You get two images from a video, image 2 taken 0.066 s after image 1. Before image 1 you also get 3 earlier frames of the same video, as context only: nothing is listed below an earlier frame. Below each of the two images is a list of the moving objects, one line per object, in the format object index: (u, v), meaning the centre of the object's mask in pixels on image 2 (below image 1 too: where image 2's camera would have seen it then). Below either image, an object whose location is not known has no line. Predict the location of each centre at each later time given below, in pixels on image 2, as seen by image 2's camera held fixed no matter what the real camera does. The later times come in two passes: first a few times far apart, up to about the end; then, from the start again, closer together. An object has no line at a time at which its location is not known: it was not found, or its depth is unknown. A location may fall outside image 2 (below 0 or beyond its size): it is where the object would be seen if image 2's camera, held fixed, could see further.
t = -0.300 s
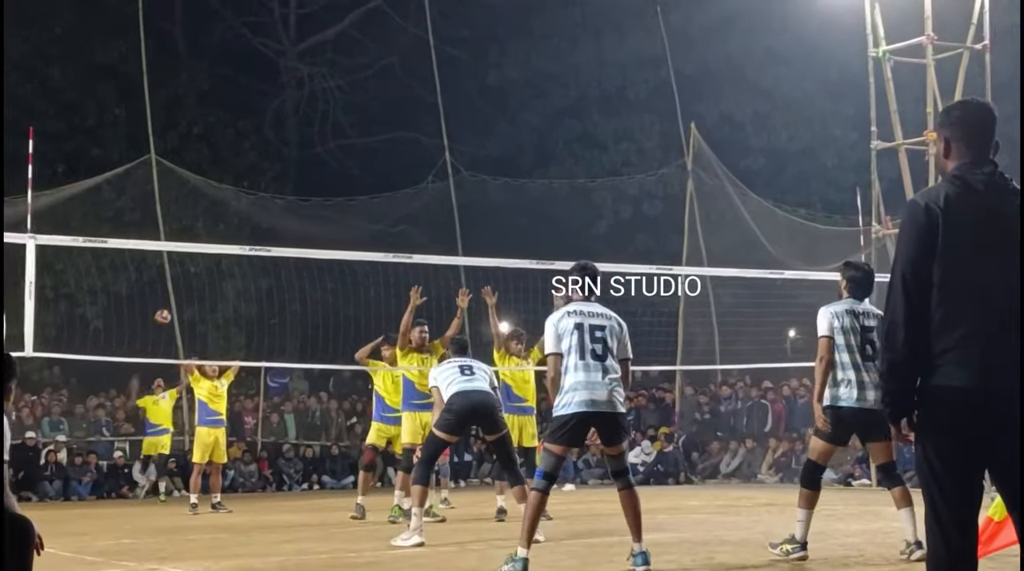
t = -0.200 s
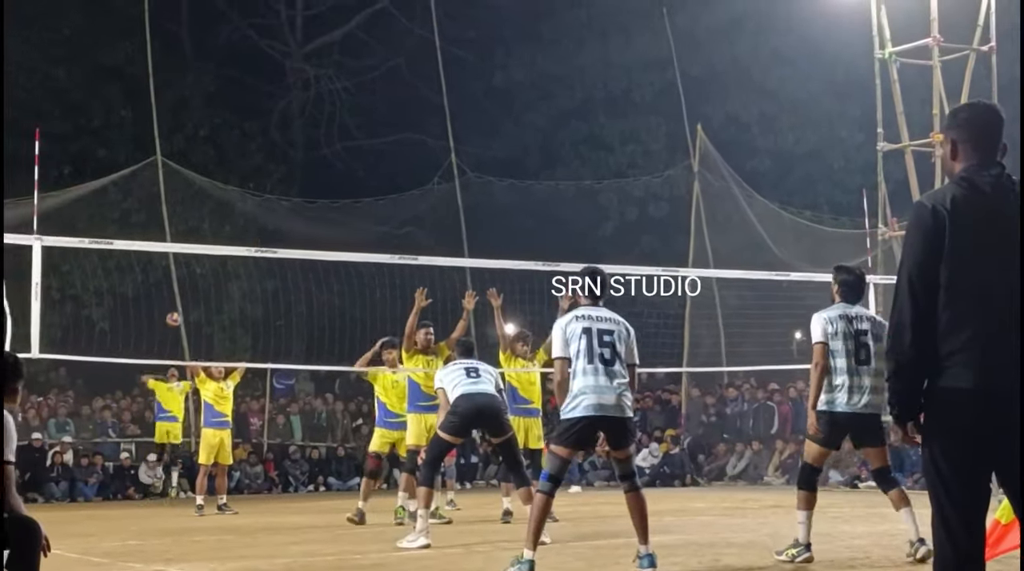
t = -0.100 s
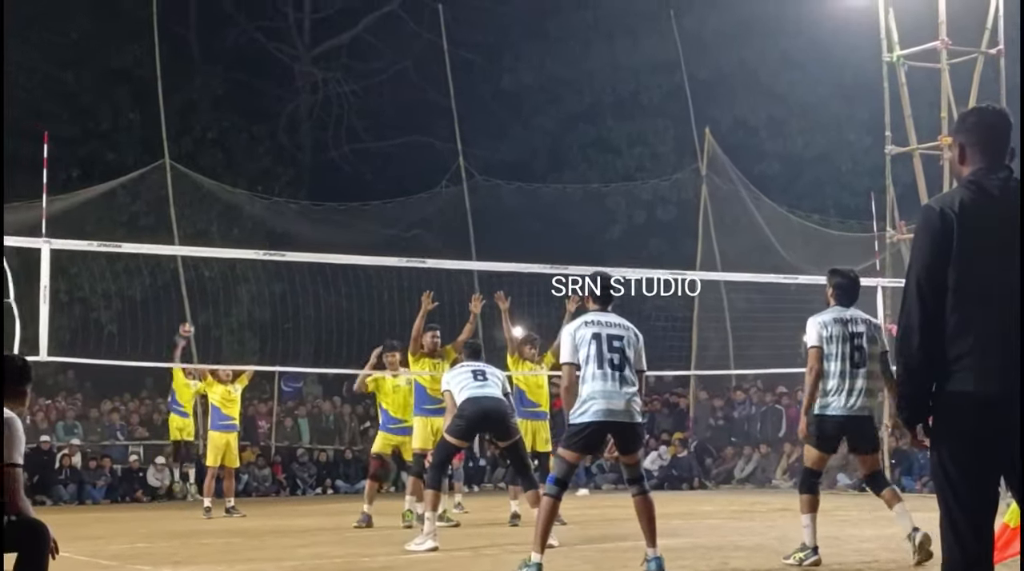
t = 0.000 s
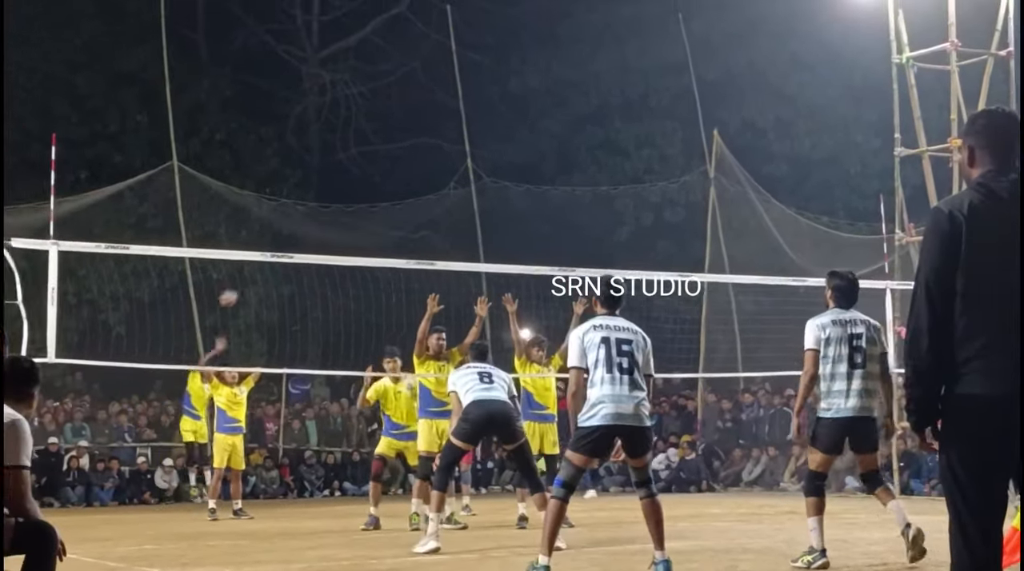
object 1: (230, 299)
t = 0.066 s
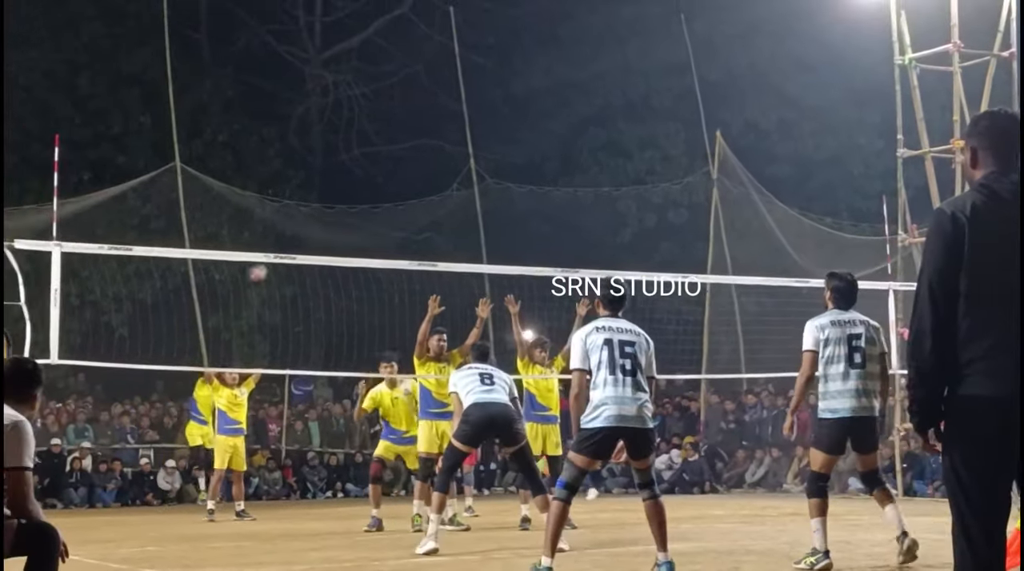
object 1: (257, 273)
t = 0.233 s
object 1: (328, 219)
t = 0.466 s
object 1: (444, 177)
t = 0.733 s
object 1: (610, 184)
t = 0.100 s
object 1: (271, 266)
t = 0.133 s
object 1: (286, 248)
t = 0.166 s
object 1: (299, 239)
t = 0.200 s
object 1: (313, 229)
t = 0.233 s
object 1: (328, 219)
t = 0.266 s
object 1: (343, 211)
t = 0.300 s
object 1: (359, 203)
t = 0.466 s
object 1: (444, 177)
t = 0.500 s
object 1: (463, 174)
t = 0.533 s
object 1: (482, 172)
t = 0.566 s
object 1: (501, 171)
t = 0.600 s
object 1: (522, 172)
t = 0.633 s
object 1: (544, 173)
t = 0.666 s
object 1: (565, 176)
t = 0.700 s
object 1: (588, 180)
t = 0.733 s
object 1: (610, 184)
